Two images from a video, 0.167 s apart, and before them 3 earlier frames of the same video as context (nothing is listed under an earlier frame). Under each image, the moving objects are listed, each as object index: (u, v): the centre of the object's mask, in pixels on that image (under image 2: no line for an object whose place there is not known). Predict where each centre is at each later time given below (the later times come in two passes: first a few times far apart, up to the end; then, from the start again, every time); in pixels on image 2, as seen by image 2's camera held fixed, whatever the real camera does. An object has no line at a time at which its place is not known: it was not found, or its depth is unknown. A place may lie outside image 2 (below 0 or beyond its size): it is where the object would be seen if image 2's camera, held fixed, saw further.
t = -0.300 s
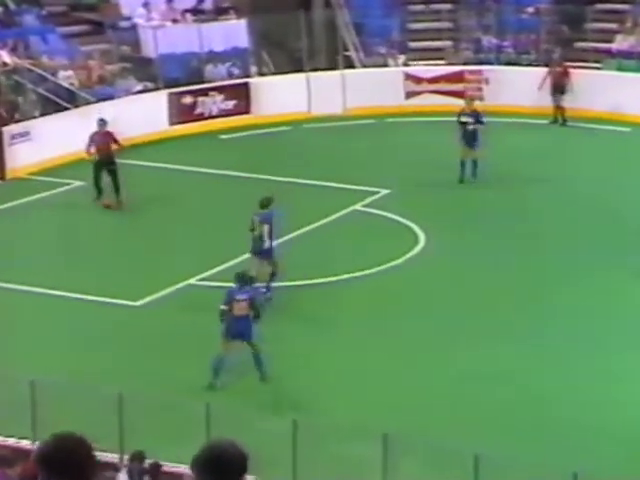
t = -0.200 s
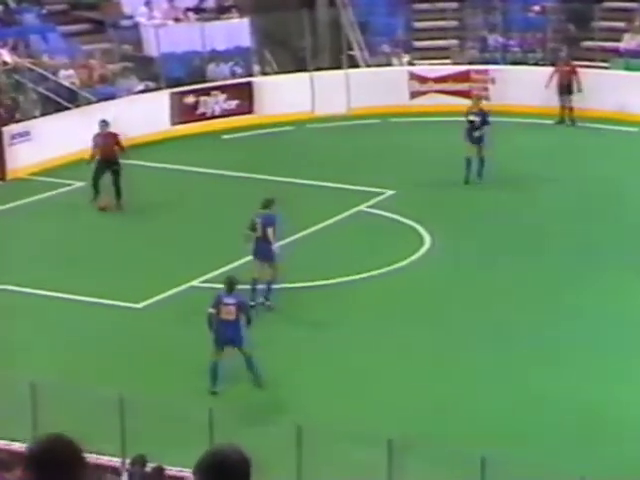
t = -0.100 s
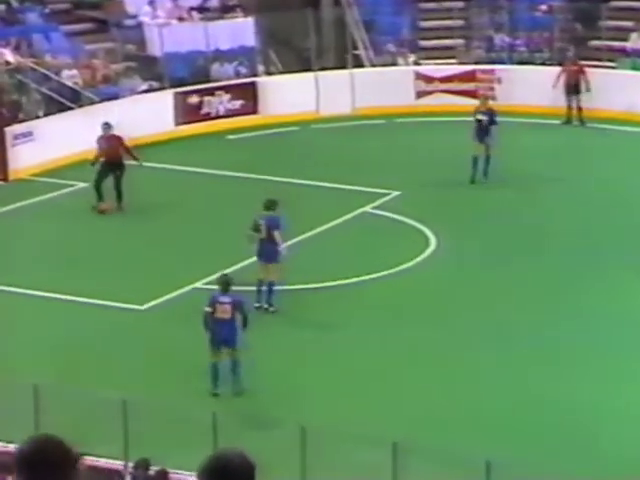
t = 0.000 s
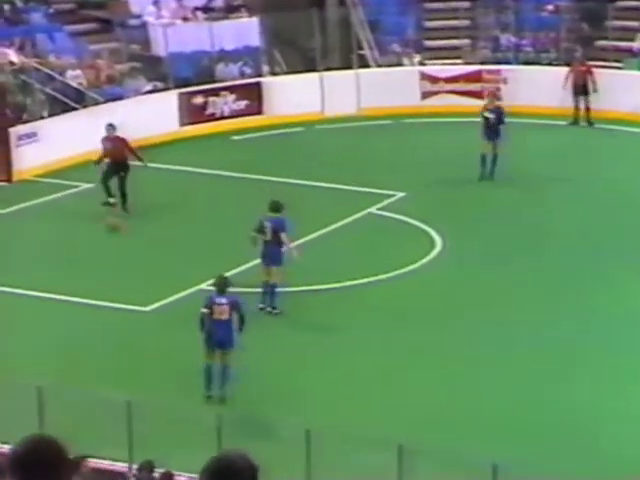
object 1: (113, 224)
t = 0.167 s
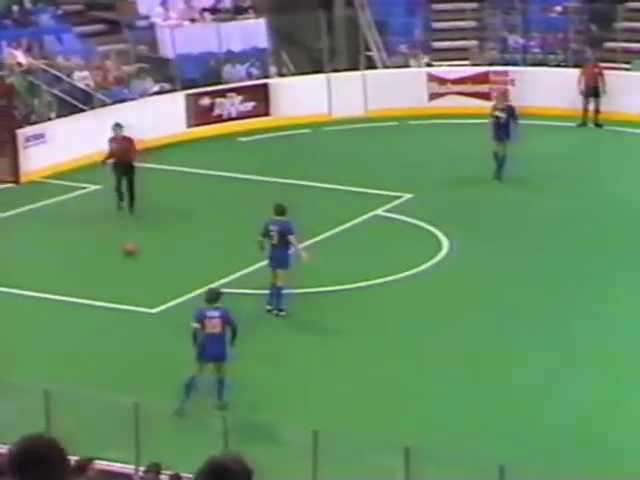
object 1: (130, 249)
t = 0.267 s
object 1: (136, 265)
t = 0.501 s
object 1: (146, 298)
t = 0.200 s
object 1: (132, 255)
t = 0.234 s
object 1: (134, 262)
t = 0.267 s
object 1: (136, 265)
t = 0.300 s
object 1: (137, 269)
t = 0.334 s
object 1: (138, 274)
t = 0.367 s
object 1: (141, 280)
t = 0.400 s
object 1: (143, 287)
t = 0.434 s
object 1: (144, 291)
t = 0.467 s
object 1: (146, 294)
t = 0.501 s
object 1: (146, 298)
